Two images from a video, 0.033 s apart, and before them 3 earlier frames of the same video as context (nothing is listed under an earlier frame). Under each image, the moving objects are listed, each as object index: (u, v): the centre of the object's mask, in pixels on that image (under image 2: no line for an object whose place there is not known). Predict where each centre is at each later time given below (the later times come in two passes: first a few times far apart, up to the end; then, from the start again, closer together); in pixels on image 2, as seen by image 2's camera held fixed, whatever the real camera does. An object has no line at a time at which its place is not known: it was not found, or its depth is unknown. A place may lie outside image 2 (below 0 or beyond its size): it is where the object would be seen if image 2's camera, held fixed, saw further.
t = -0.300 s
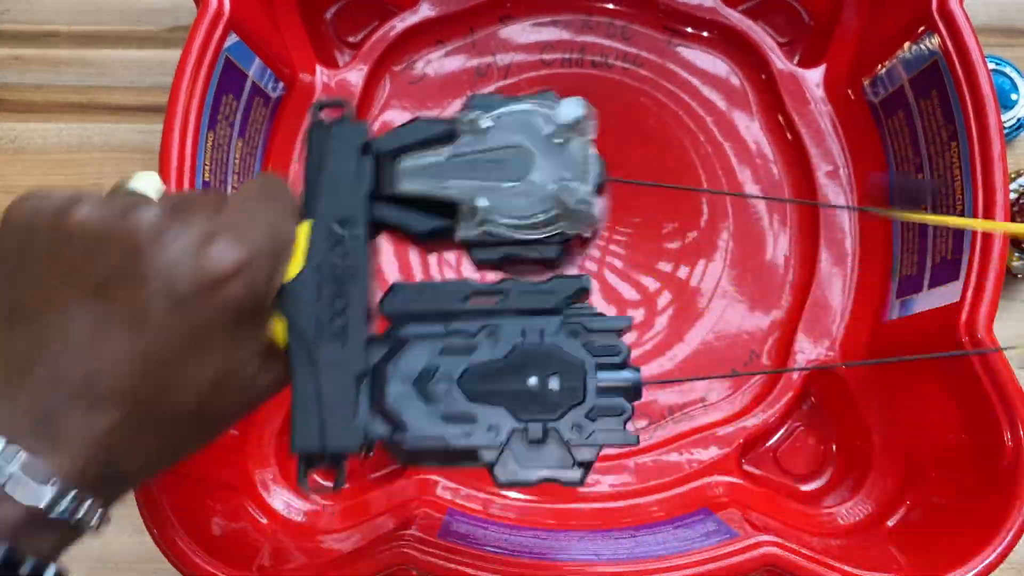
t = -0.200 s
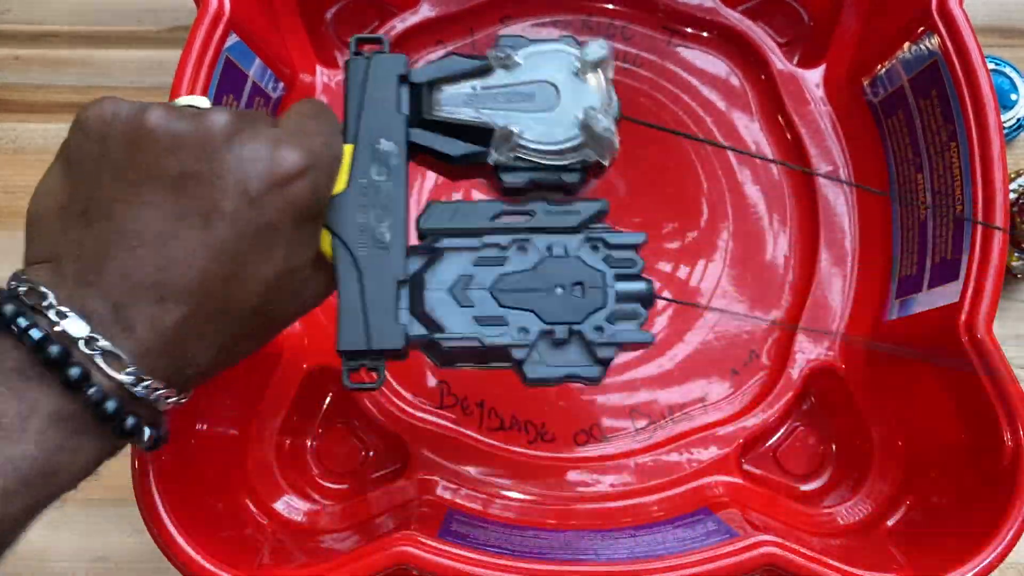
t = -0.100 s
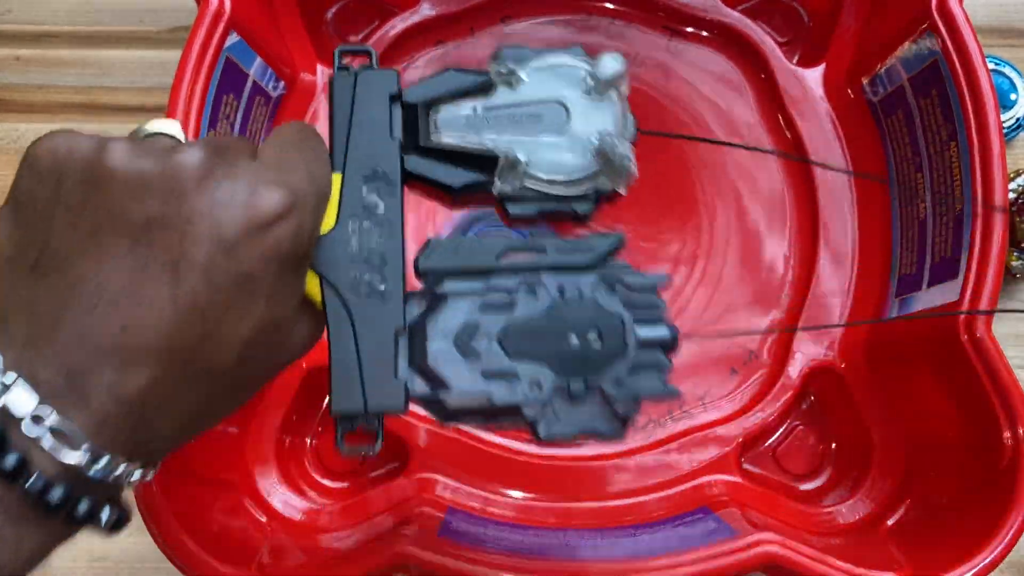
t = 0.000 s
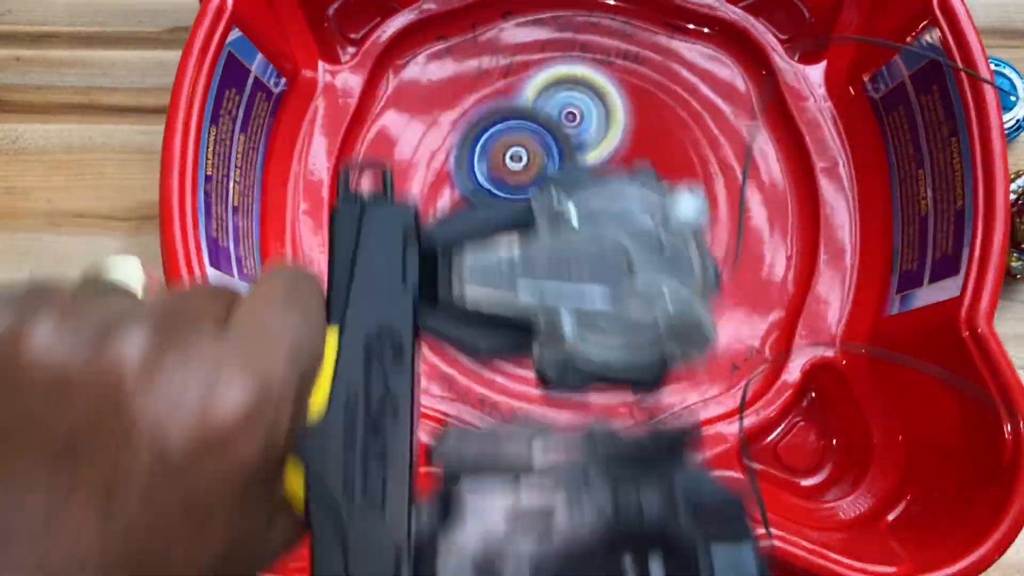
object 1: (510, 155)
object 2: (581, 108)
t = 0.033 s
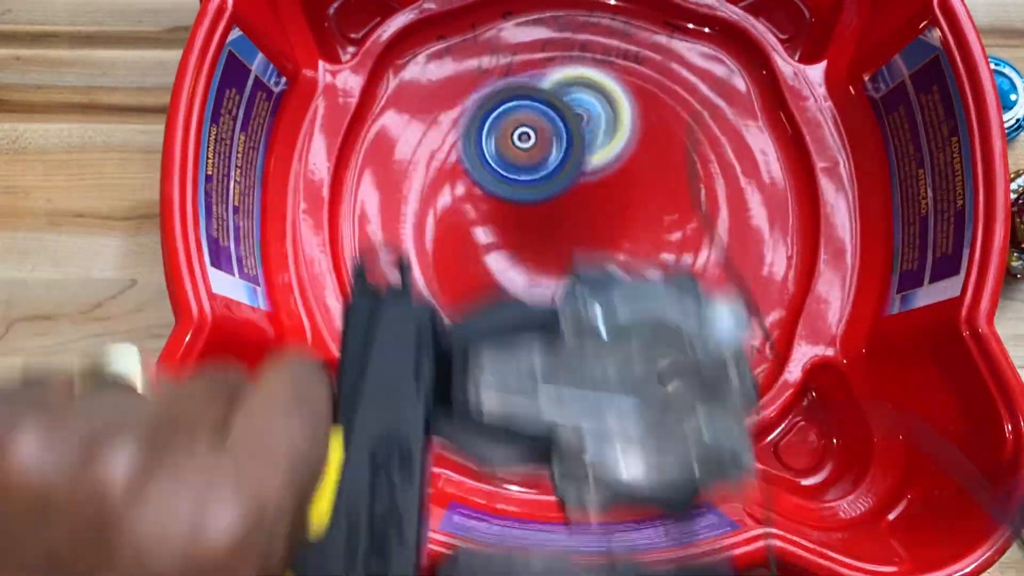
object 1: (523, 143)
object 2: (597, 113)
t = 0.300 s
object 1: (477, 46)
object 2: (553, 233)
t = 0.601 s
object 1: (402, 140)
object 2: (646, 209)
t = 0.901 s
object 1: (563, 400)
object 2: (495, 119)
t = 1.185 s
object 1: (804, 202)
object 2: (402, 310)
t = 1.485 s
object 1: (439, 36)
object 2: (647, 347)
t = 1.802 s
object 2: (709, 46)
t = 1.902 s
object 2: (598, 40)
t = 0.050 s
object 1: (526, 136)
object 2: (603, 121)
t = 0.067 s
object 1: (531, 131)
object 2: (607, 131)
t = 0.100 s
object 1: (537, 127)
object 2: (608, 137)
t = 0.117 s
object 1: (541, 125)
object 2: (609, 135)
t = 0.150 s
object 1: (528, 98)
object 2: (595, 156)
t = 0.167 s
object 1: (522, 89)
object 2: (588, 160)
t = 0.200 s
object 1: (511, 77)
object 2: (578, 171)
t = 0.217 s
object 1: (506, 75)
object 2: (574, 182)
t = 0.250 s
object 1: (494, 63)
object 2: (564, 203)
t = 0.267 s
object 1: (489, 53)
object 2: (559, 214)
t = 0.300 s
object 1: (477, 46)
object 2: (553, 233)
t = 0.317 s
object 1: (472, 45)
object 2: (552, 243)
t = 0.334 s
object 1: (467, 45)
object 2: (552, 249)
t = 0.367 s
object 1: (459, 48)
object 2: (555, 262)
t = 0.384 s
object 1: (456, 55)
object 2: (559, 267)
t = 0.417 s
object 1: (447, 55)
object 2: (571, 271)
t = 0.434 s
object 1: (441, 57)
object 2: (578, 273)
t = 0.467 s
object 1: (430, 63)
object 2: (596, 270)
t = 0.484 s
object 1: (427, 70)
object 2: (604, 267)
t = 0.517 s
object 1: (418, 90)
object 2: (621, 255)
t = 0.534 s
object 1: (416, 104)
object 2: (628, 247)
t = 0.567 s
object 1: (408, 120)
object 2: (640, 229)
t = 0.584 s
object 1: (405, 128)
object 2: (642, 220)
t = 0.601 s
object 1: (402, 140)
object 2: (646, 209)
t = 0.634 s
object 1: (399, 165)
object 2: (646, 189)
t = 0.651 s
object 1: (399, 185)
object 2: (645, 179)
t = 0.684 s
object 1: (403, 213)
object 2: (638, 160)
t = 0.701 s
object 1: (408, 227)
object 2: (632, 150)
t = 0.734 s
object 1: (419, 264)
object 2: (616, 134)
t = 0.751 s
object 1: (426, 283)
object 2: (607, 126)
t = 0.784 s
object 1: (447, 317)
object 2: (586, 116)
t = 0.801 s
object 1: (460, 330)
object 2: (572, 112)
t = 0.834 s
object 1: (489, 360)
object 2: (547, 110)
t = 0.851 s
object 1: (504, 375)
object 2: (534, 109)
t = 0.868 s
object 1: (522, 385)
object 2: (522, 111)
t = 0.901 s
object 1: (563, 400)
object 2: (495, 119)
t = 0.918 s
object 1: (583, 410)
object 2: (483, 124)
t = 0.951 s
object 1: (625, 418)
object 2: (460, 136)
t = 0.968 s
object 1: (650, 419)
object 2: (450, 145)
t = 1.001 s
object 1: (691, 416)
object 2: (430, 163)
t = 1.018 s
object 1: (710, 402)
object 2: (423, 173)
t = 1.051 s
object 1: (745, 375)
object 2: (409, 197)
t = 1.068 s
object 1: (763, 359)
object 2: (405, 211)
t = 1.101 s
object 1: (792, 321)
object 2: (397, 237)
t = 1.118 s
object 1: (800, 300)
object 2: (395, 252)
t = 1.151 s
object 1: (806, 254)
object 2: (395, 281)
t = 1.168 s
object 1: (806, 229)
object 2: (397, 295)
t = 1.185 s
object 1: (804, 202)
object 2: (402, 310)
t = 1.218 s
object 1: (794, 155)
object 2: (410, 339)
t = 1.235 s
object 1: (787, 126)
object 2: (416, 354)
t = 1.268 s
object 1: (769, 73)
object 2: (434, 380)
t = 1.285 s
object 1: (752, 53)
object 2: (445, 386)
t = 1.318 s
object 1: (711, 25)
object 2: (477, 389)
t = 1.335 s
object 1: (685, 21)
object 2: (491, 389)
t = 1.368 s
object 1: (632, 14)
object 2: (525, 386)
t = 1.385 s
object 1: (608, 14)
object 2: (542, 383)
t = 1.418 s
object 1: (550, 19)
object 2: (576, 377)
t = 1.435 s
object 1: (523, 22)
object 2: (594, 370)
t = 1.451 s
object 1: (494, 26)
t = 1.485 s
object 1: (439, 36)
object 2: (647, 347)
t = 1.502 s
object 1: (412, 43)
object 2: (667, 336)
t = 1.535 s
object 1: (373, 65)
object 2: (703, 315)
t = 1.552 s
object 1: (364, 88)
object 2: (722, 303)
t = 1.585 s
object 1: (347, 139)
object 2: (752, 275)
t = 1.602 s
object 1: (341, 167)
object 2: (767, 260)
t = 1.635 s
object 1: (360, 224)
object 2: (795, 228)
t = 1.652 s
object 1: (367, 252)
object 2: (792, 210)
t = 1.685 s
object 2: (773, 174)
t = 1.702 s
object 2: (767, 154)
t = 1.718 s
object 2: (759, 137)
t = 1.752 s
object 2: (741, 98)
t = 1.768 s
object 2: (732, 79)
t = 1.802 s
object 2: (709, 46)
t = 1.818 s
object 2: (698, 35)
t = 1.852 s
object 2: (655, 38)
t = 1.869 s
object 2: (637, 38)
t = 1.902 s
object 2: (598, 40)
